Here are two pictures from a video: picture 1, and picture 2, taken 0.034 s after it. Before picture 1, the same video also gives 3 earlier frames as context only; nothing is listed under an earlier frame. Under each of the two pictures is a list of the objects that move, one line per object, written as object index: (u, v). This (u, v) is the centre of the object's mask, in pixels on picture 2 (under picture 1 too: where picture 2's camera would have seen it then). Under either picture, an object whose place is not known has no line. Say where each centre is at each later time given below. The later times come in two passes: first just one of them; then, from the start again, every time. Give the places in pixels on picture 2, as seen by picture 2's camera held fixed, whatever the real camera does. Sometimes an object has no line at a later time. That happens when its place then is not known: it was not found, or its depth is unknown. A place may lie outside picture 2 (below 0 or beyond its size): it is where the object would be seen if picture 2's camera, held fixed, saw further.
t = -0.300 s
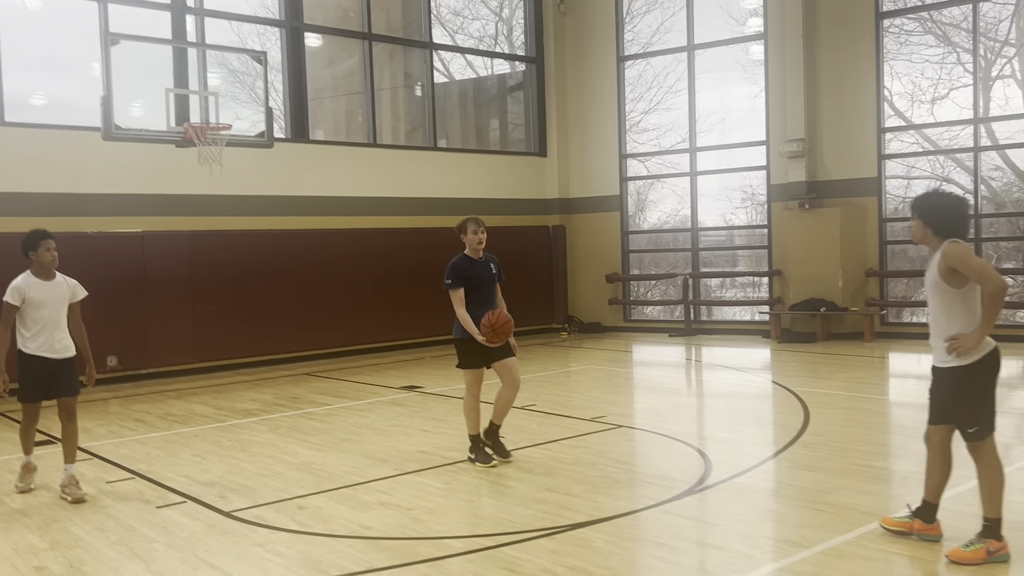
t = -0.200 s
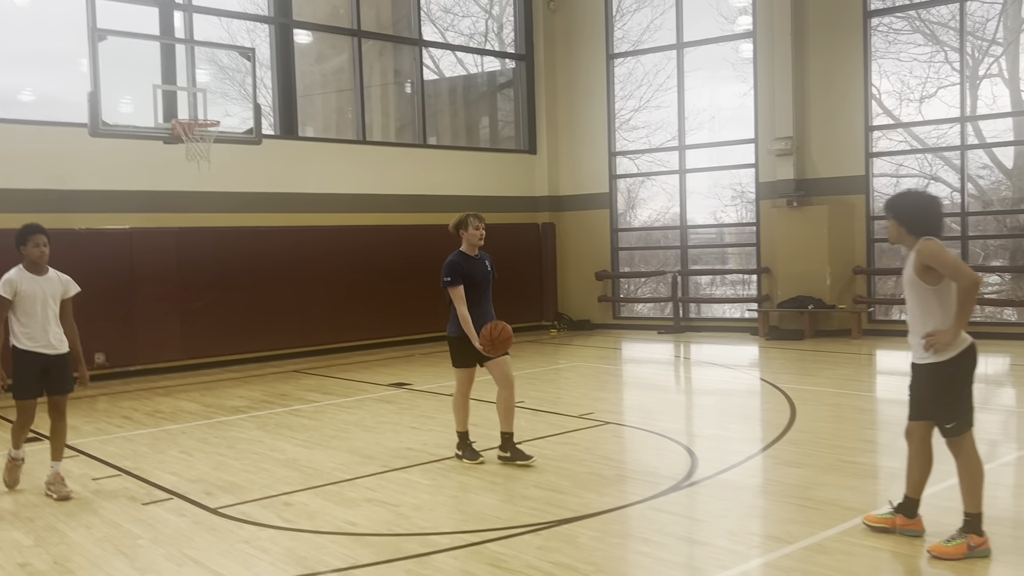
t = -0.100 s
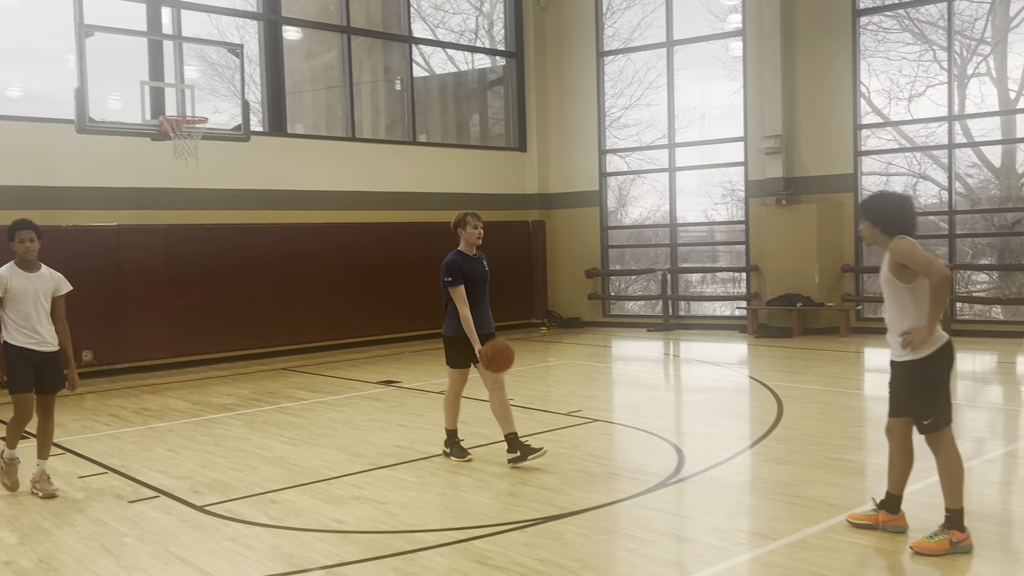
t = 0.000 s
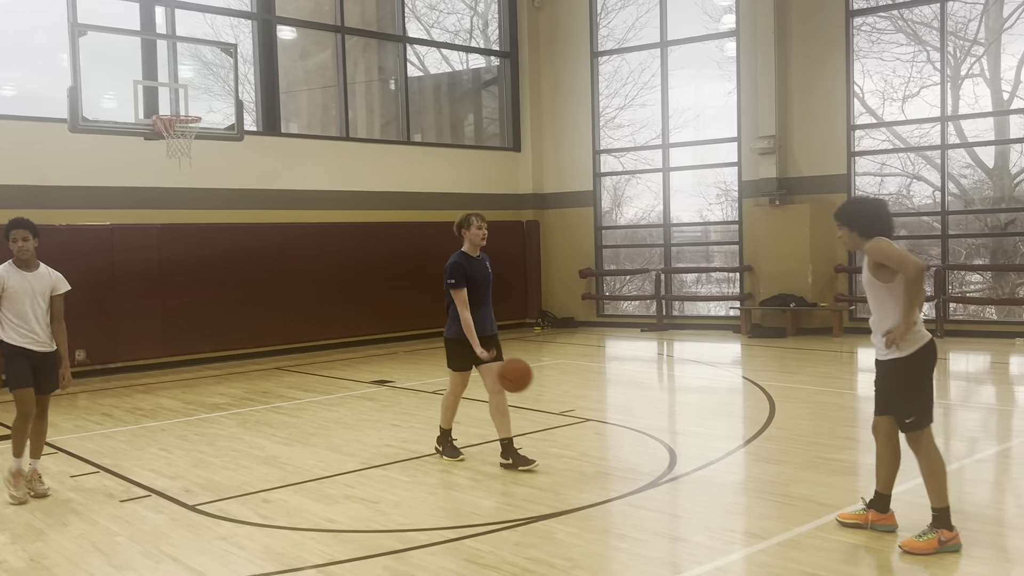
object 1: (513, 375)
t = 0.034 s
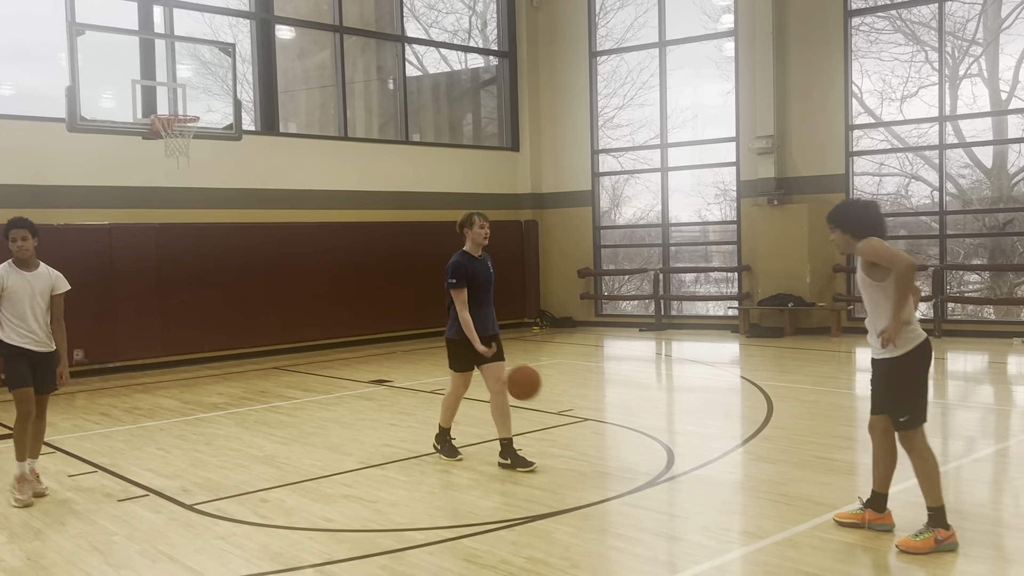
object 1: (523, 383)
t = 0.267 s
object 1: (602, 461)
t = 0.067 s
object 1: (534, 392)
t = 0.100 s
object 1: (545, 403)
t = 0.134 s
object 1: (556, 416)
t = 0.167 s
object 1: (567, 432)
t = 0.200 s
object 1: (579, 449)
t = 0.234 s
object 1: (591, 468)
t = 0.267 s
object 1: (602, 461)
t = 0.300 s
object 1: (612, 449)
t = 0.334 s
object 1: (623, 439)
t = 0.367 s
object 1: (634, 430)
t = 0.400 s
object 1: (645, 423)
